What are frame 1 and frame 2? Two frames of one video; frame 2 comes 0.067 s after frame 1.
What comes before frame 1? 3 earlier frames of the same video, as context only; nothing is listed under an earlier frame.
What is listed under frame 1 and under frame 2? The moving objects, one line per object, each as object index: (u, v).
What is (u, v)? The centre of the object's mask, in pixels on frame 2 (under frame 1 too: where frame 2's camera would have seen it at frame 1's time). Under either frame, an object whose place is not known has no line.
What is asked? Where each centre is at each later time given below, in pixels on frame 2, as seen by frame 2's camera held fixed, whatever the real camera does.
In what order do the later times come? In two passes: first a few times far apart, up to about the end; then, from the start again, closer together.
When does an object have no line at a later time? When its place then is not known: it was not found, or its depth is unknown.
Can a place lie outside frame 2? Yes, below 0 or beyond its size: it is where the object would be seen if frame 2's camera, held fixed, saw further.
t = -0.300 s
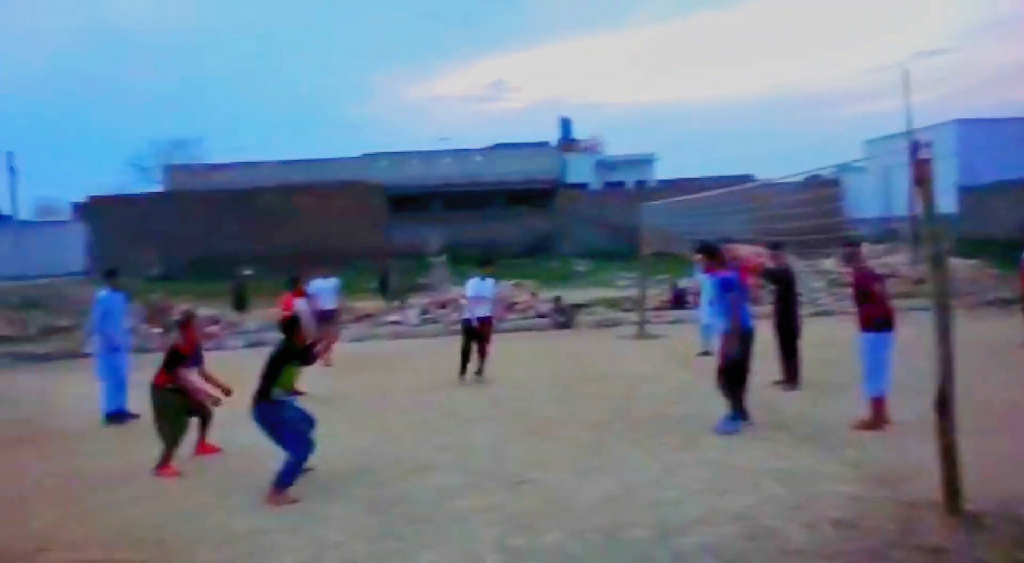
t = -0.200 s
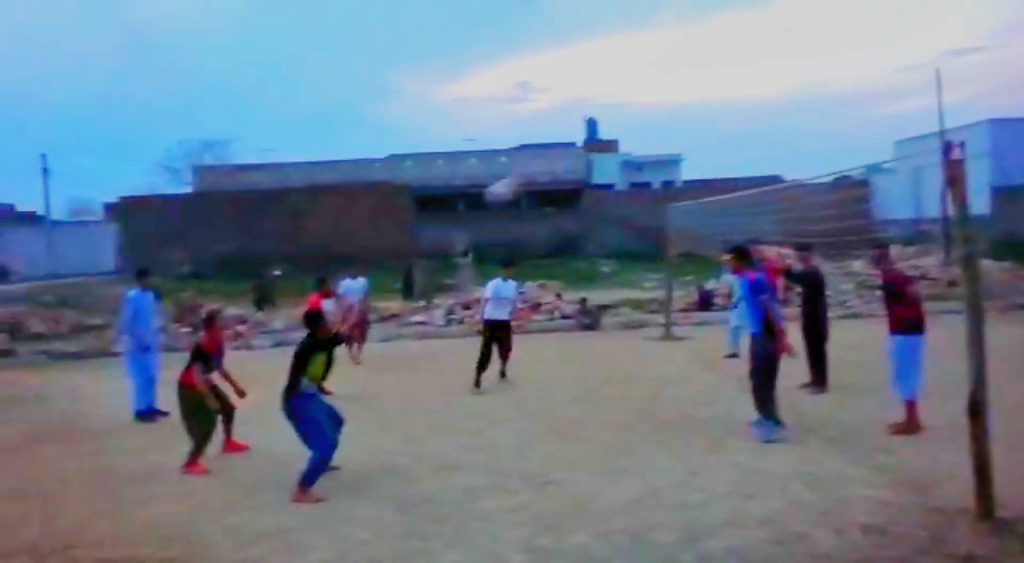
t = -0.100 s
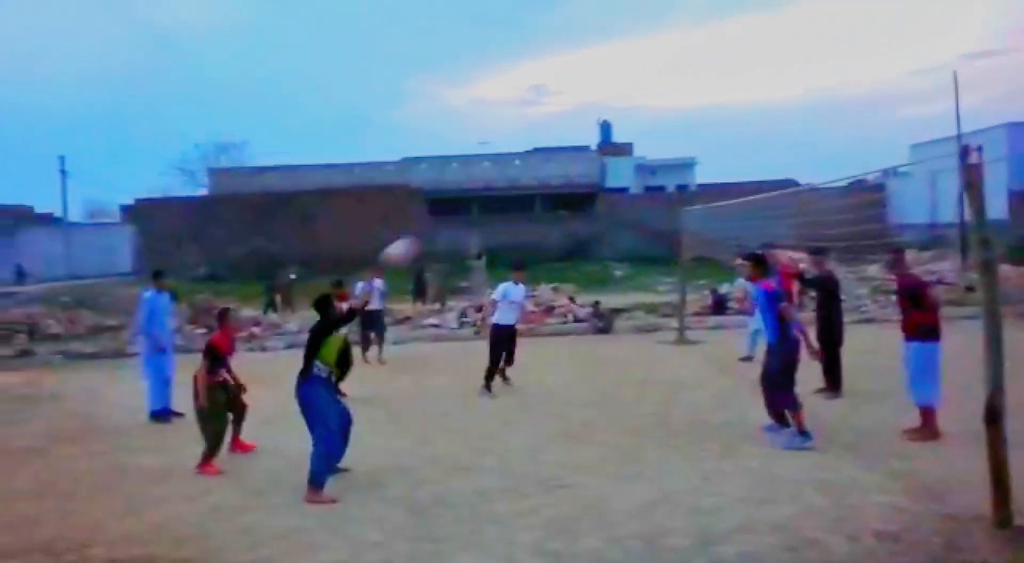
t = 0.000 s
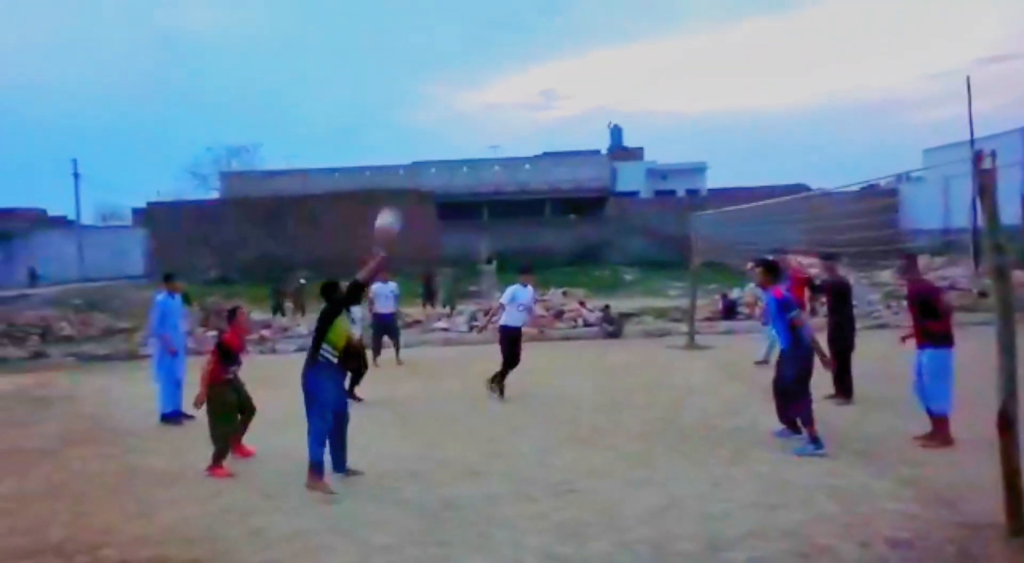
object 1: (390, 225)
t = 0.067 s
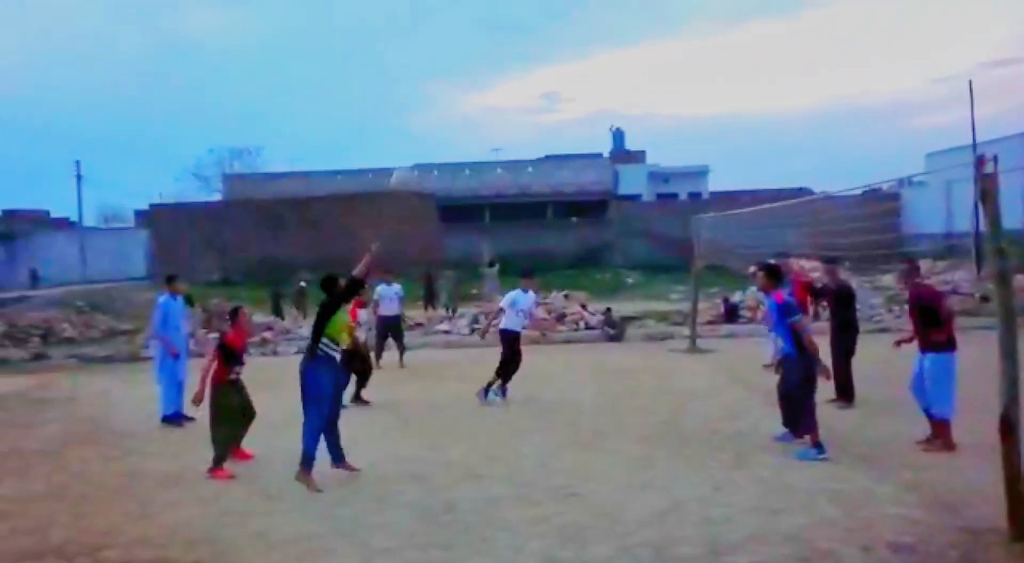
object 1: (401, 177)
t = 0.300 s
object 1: (454, 59)
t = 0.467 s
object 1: (491, 9)
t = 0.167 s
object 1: (425, 120)
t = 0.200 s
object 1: (432, 103)
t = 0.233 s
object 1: (439, 87)
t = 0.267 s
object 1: (446, 72)
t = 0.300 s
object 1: (454, 59)
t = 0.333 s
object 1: (462, 46)
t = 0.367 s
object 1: (469, 36)
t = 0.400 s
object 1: (476, 25)
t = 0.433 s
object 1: (484, 16)
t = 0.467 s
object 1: (491, 9)
